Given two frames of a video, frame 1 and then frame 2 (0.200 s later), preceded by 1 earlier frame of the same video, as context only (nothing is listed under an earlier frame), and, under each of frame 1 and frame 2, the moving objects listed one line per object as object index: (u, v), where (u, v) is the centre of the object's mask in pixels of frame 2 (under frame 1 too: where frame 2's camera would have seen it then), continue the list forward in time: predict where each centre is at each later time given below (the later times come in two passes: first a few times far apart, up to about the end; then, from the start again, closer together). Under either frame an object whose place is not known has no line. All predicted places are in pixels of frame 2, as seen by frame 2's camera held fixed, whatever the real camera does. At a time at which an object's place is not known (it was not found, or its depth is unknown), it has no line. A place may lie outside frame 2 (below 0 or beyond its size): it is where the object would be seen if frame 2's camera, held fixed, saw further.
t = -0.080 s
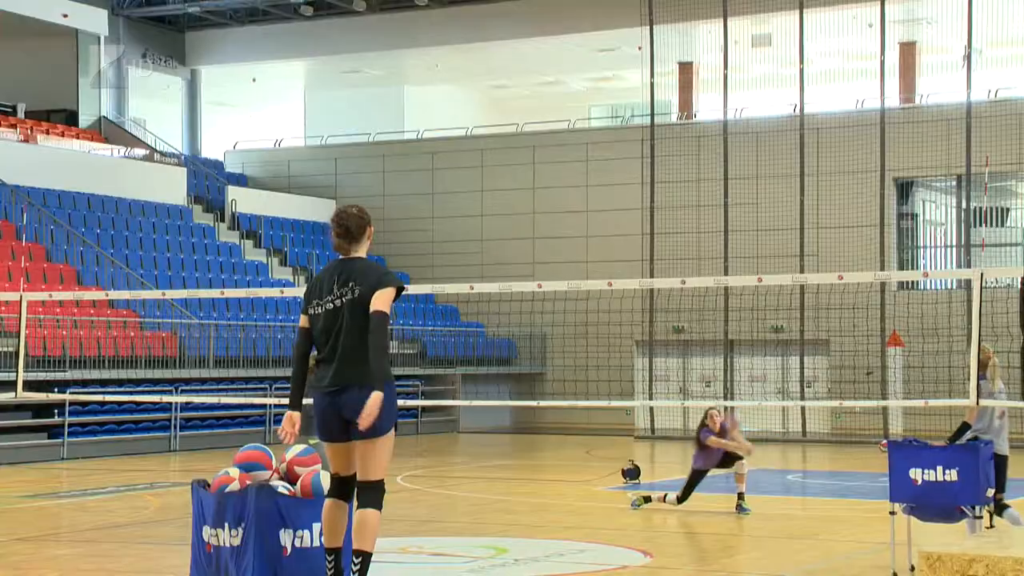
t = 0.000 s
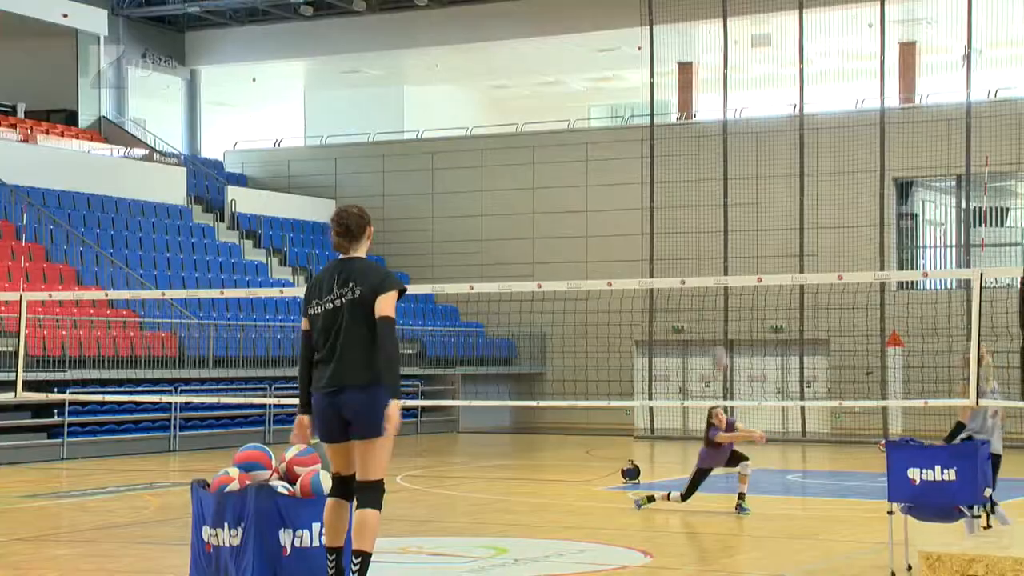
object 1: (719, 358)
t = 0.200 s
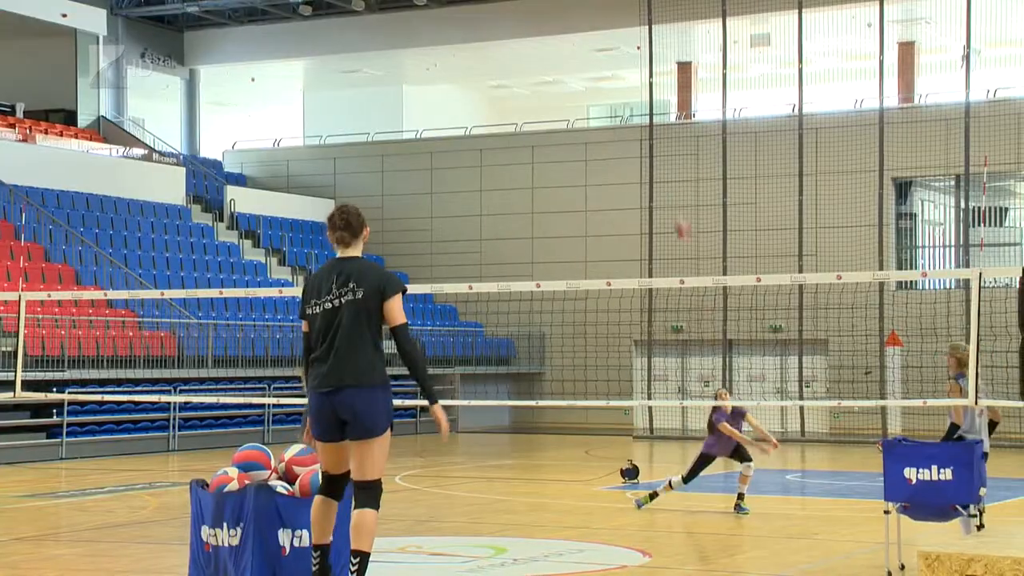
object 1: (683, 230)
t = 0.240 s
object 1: (680, 207)
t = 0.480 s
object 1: (633, 107)
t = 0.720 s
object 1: (587, 57)
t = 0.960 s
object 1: (541, 63)
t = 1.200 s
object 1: (494, 126)
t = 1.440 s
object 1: (449, 250)
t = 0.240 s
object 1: (680, 207)
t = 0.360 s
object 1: (657, 151)
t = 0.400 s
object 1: (650, 132)
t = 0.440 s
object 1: (641, 120)
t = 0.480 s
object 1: (633, 107)
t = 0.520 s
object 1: (625, 94)
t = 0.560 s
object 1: (618, 83)
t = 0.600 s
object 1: (610, 74)
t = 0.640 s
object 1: (603, 67)
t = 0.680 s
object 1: (595, 60)
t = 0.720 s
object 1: (587, 57)
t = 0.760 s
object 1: (580, 53)
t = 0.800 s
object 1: (572, 53)
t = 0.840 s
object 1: (564, 52)
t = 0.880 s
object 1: (556, 54)
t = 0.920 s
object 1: (549, 57)
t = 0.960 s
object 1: (541, 63)
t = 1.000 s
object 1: (533, 69)
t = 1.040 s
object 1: (525, 77)
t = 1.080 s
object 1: (518, 86)
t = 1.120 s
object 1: (509, 99)
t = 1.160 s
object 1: (501, 111)
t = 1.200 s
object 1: (494, 126)
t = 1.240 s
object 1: (486, 144)
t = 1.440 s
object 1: (449, 250)
